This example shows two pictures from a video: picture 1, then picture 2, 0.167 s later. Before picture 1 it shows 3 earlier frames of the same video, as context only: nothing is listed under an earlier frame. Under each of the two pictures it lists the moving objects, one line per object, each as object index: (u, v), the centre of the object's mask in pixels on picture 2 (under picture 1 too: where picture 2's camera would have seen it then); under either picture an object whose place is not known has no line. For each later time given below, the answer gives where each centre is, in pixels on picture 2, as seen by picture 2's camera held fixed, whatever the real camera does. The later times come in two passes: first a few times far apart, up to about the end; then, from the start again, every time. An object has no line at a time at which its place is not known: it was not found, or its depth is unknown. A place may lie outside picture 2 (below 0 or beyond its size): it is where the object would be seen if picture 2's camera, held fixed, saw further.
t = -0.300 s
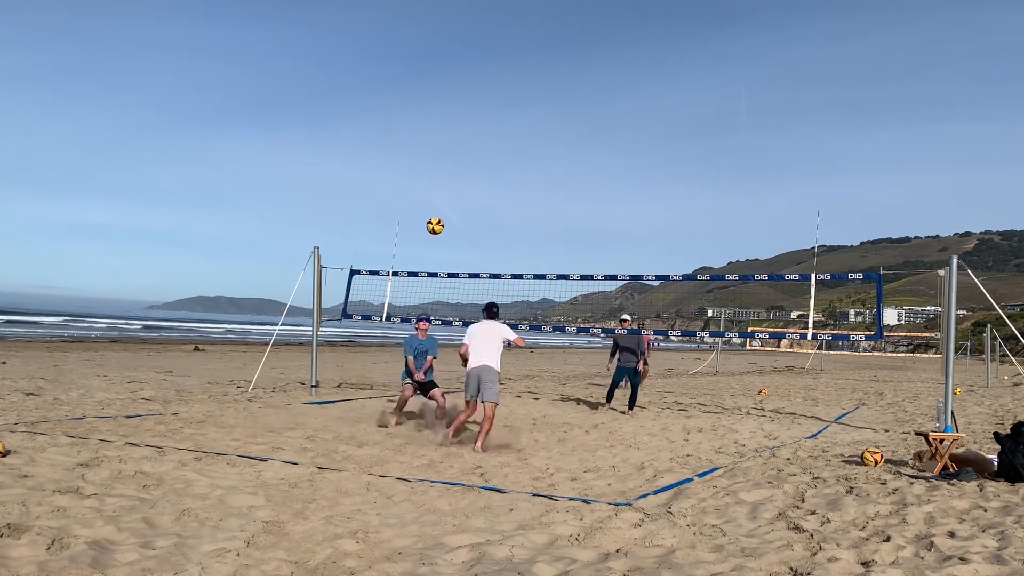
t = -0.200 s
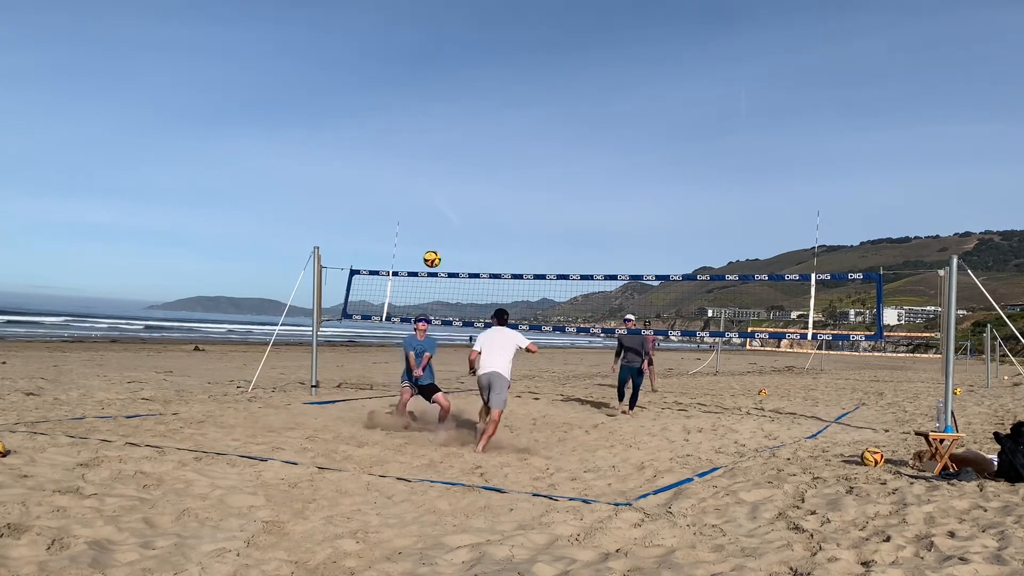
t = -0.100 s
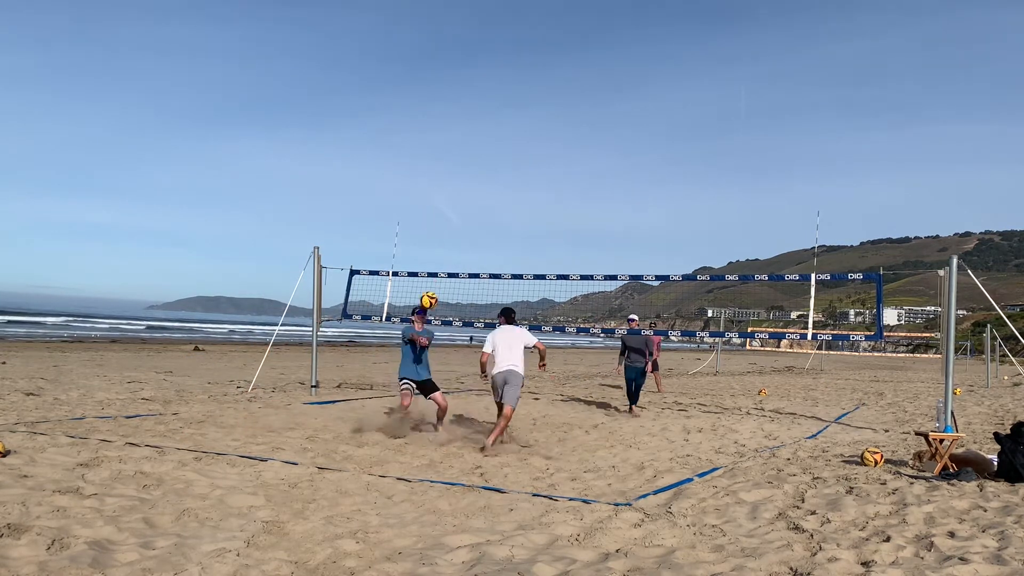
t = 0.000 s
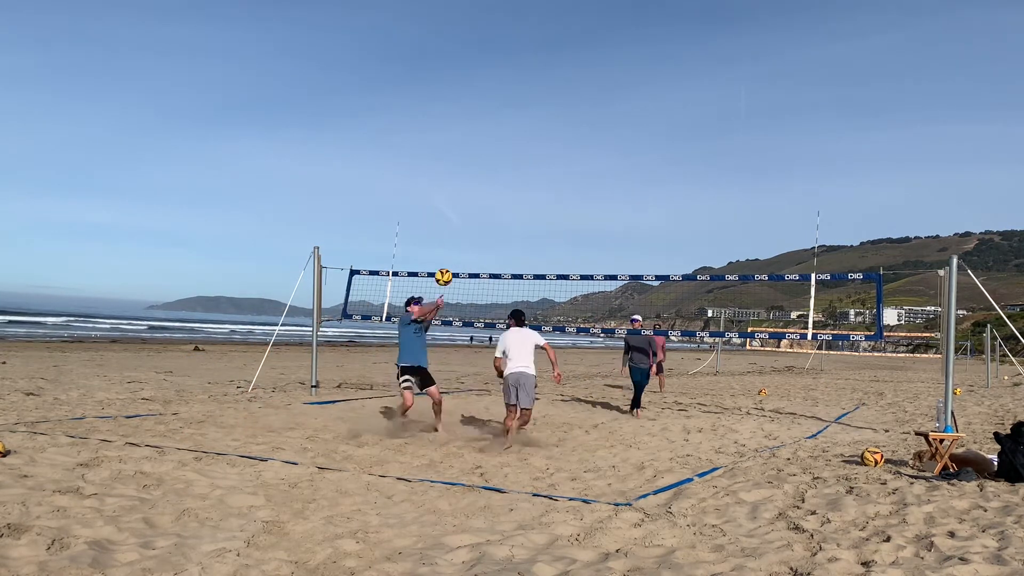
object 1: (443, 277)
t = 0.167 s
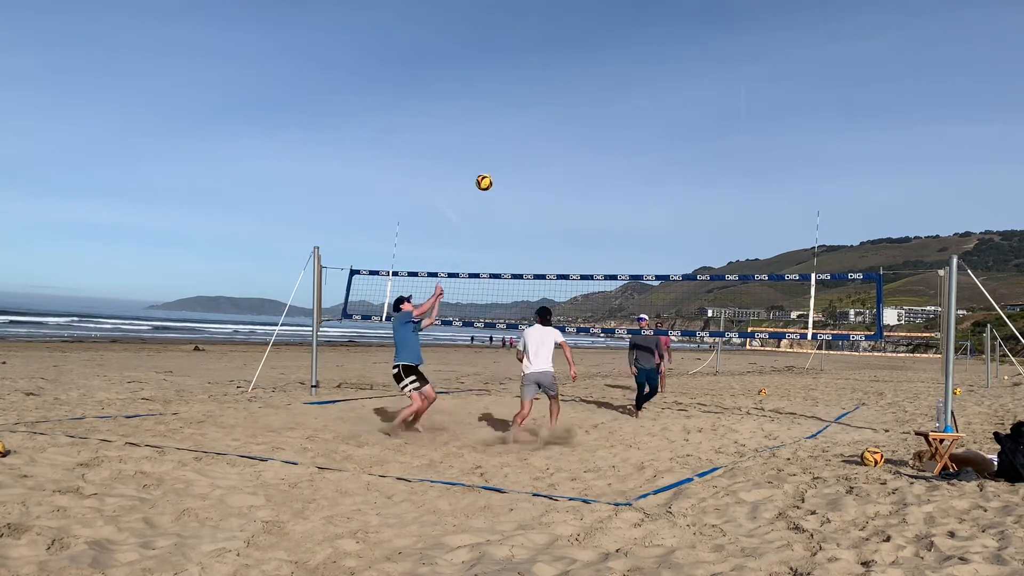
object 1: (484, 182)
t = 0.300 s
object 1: (514, 126)
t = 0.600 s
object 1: (573, 59)
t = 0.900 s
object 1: (623, 64)
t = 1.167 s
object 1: (660, 121)
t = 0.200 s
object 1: (491, 166)
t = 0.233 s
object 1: (499, 152)
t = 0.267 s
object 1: (507, 139)
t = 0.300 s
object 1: (514, 126)
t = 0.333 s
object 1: (521, 115)
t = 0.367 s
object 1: (528, 104)
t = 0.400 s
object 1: (535, 95)
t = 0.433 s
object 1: (541, 87)
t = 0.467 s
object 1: (548, 80)
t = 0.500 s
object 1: (554, 73)
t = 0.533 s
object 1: (561, 68)
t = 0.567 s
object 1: (567, 63)
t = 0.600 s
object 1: (573, 59)
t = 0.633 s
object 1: (579, 57)
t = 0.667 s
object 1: (585, 54)
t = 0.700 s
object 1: (591, 54)
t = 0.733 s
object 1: (596, 53)
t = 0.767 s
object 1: (602, 54)
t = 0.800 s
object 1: (607, 55)
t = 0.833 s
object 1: (613, 58)
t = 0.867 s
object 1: (618, 61)
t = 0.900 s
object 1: (623, 64)
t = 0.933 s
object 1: (628, 69)
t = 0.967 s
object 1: (633, 74)
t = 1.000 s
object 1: (638, 80)
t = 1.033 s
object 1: (642, 87)
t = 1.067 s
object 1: (647, 94)
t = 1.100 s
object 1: (651, 102)
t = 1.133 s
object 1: (655, 111)
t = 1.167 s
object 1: (660, 121)
